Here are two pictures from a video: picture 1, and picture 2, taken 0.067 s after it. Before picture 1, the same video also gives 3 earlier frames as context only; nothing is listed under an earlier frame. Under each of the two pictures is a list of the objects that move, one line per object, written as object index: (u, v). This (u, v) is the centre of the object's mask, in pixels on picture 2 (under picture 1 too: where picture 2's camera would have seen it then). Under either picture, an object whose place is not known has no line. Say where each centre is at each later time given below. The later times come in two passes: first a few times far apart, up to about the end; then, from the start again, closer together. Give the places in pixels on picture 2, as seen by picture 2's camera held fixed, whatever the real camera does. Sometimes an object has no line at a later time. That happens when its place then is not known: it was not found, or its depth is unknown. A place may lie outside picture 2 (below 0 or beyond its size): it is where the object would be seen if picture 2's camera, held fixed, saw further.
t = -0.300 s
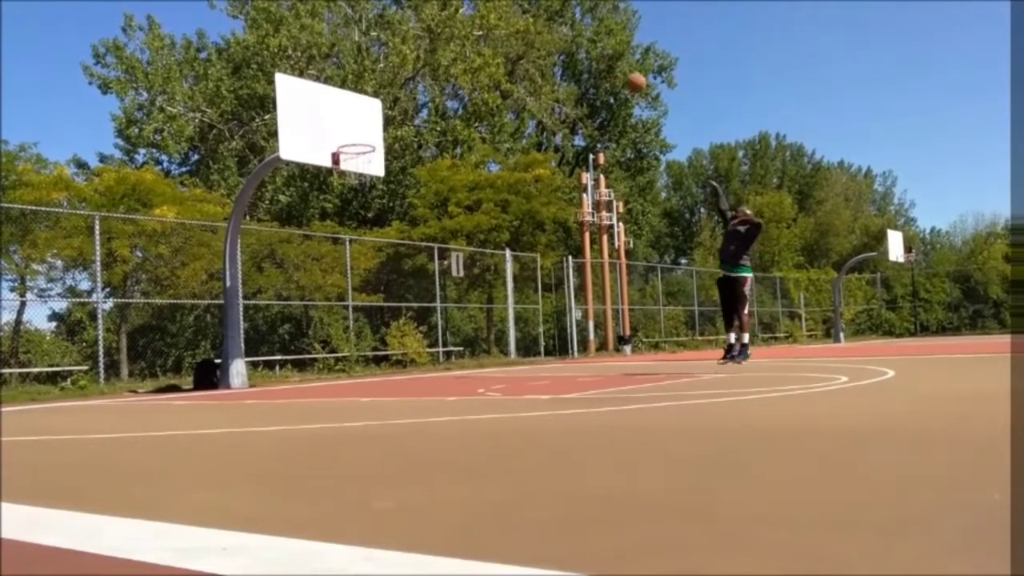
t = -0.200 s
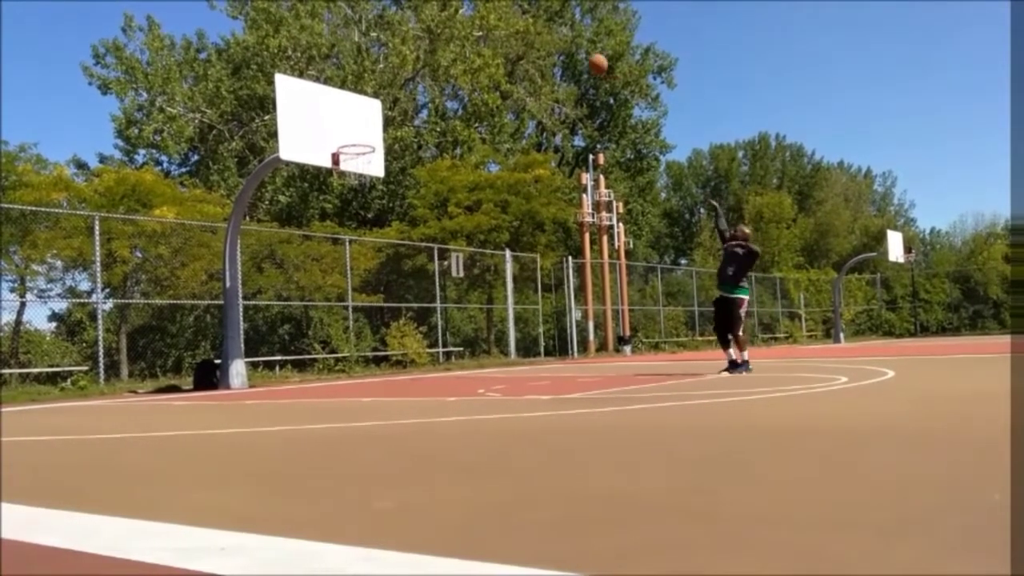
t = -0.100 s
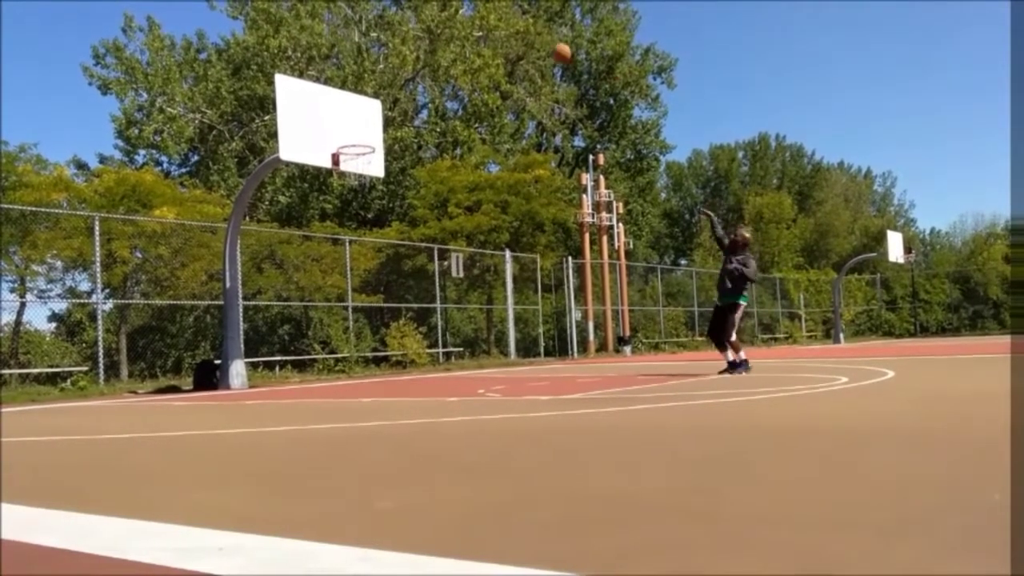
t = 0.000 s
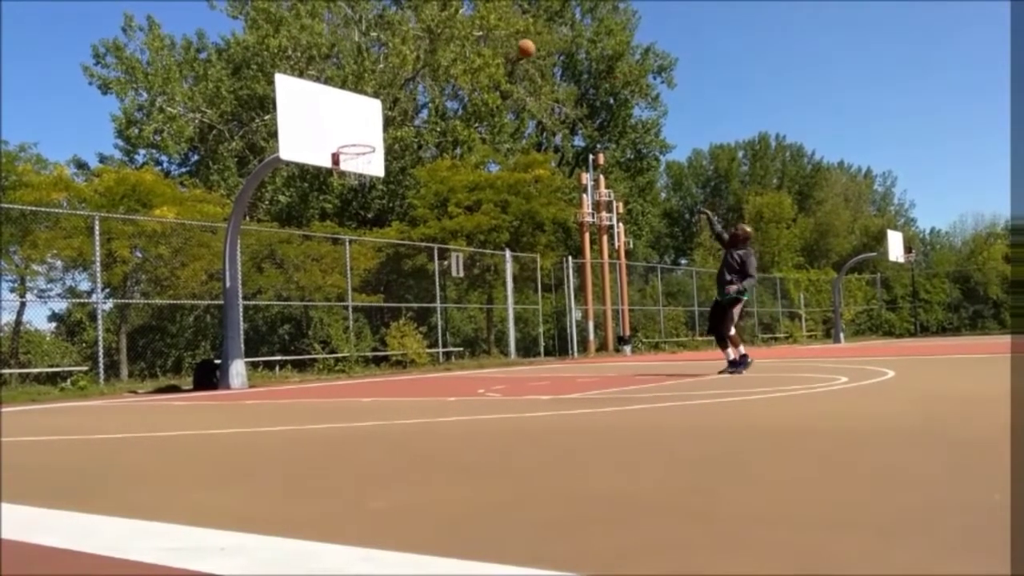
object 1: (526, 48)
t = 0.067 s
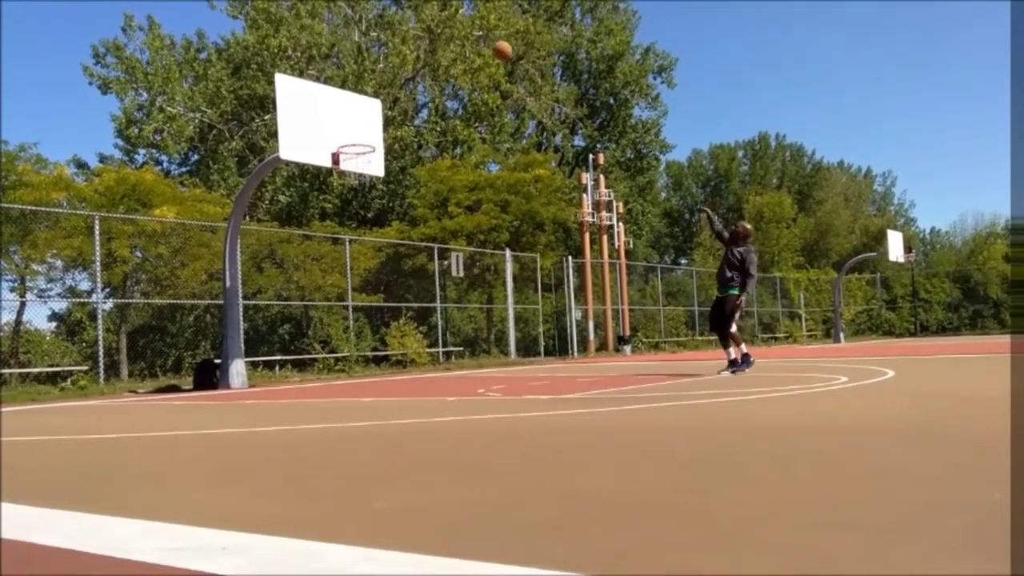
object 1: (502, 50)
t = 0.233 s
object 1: (445, 67)
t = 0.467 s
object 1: (371, 126)
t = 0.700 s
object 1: (354, 158)
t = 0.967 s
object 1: (359, 178)
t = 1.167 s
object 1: (362, 212)
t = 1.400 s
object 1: (368, 287)
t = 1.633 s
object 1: (374, 358)
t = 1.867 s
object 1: (377, 284)
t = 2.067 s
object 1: (382, 253)
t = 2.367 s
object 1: (390, 263)
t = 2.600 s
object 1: (397, 316)
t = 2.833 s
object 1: (403, 351)
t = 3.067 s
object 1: (406, 302)
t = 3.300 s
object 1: (408, 294)
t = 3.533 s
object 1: (413, 324)
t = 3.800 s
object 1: (418, 352)
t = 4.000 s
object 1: (420, 323)
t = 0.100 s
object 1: (491, 52)
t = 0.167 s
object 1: (469, 58)
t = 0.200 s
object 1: (457, 63)
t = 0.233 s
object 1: (445, 67)
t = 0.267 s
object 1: (435, 74)
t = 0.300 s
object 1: (424, 81)
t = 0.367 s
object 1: (403, 97)
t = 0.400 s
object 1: (392, 105)
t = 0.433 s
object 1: (381, 116)
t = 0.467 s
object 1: (371, 126)
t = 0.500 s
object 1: (360, 137)
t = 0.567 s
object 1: (348, 156)
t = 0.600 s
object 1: (351, 158)
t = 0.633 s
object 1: (353, 159)
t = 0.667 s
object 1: (354, 158)
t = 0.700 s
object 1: (354, 158)
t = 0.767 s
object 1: (355, 159)
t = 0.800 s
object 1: (356, 161)
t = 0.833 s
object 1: (356, 163)
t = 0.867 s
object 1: (357, 166)
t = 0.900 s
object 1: (357, 169)
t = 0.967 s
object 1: (359, 178)
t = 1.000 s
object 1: (359, 181)
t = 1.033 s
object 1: (358, 182)
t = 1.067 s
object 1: (361, 189)
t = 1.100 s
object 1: (362, 195)
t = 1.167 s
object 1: (362, 212)
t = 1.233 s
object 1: (364, 229)
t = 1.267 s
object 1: (365, 238)
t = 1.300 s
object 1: (366, 249)
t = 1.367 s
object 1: (368, 274)
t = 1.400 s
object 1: (368, 287)
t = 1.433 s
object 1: (369, 302)
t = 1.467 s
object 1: (370, 316)
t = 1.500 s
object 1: (371, 332)
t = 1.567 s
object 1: (372, 366)
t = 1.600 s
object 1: (373, 373)
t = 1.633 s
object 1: (374, 358)
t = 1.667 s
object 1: (374, 345)
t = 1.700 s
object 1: (375, 332)
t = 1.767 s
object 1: (375, 309)
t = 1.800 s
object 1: (376, 299)
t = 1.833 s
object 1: (377, 291)
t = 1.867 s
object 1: (377, 284)
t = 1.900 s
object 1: (378, 276)
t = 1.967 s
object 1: (380, 264)
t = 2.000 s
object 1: (380, 260)
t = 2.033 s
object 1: (381, 256)
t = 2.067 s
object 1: (382, 253)
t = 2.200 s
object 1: (384, 250)
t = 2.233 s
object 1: (385, 250)
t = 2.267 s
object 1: (386, 252)
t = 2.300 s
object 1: (388, 254)
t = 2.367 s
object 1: (390, 263)
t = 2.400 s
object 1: (391, 269)
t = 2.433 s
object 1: (391, 275)
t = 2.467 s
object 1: (393, 282)
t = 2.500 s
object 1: (394, 289)
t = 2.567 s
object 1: (396, 306)
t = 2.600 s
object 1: (397, 316)
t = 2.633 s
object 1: (398, 326)
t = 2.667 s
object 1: (400, 338)
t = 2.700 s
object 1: (401, 350)
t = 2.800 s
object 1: (403, 362)
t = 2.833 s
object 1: (403, 351)
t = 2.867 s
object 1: (403, 341)
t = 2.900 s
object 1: (403, 333)
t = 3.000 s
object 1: (405, 313)
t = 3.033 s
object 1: (405, 307)
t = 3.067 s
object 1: (406, 302)
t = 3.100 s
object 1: (406, 299)
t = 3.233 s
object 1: (407, 293)
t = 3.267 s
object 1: (408, 294)
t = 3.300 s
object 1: (408, 294)
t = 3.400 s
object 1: (410, 302)
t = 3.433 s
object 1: (411, 307)
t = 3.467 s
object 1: (412, 311)
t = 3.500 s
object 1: (412, 317)
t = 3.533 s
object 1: (413, 324)
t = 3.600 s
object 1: (415, 339)
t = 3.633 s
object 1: (415, 349)
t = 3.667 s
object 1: (416, 359)
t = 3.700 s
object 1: (417, 369)
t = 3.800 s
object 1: (418, 352)
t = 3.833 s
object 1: (418, 344)
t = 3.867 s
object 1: (419, 339)
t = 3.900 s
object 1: (419, 333)
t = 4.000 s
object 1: (420, 323)
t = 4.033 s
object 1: (420, 321)
